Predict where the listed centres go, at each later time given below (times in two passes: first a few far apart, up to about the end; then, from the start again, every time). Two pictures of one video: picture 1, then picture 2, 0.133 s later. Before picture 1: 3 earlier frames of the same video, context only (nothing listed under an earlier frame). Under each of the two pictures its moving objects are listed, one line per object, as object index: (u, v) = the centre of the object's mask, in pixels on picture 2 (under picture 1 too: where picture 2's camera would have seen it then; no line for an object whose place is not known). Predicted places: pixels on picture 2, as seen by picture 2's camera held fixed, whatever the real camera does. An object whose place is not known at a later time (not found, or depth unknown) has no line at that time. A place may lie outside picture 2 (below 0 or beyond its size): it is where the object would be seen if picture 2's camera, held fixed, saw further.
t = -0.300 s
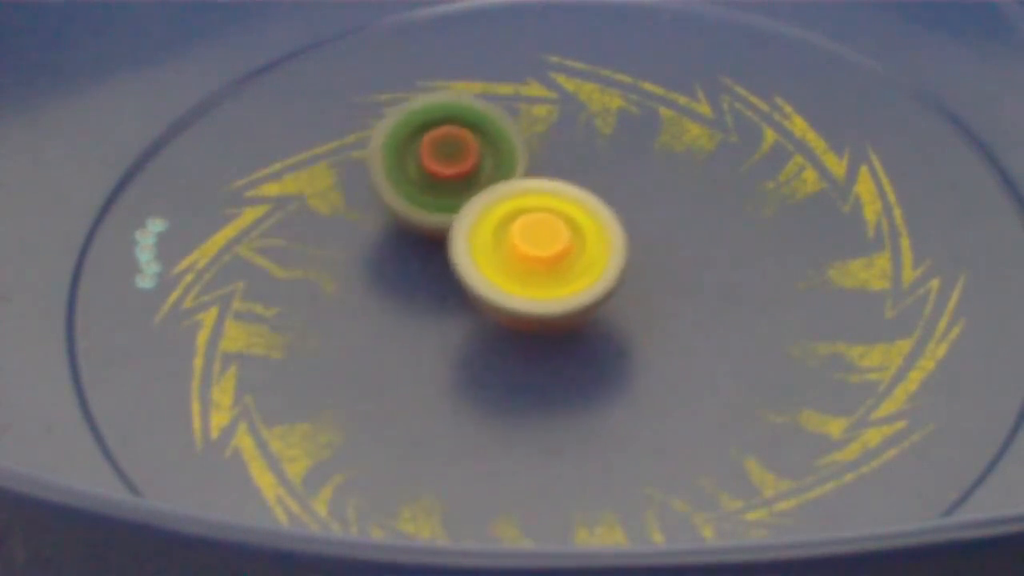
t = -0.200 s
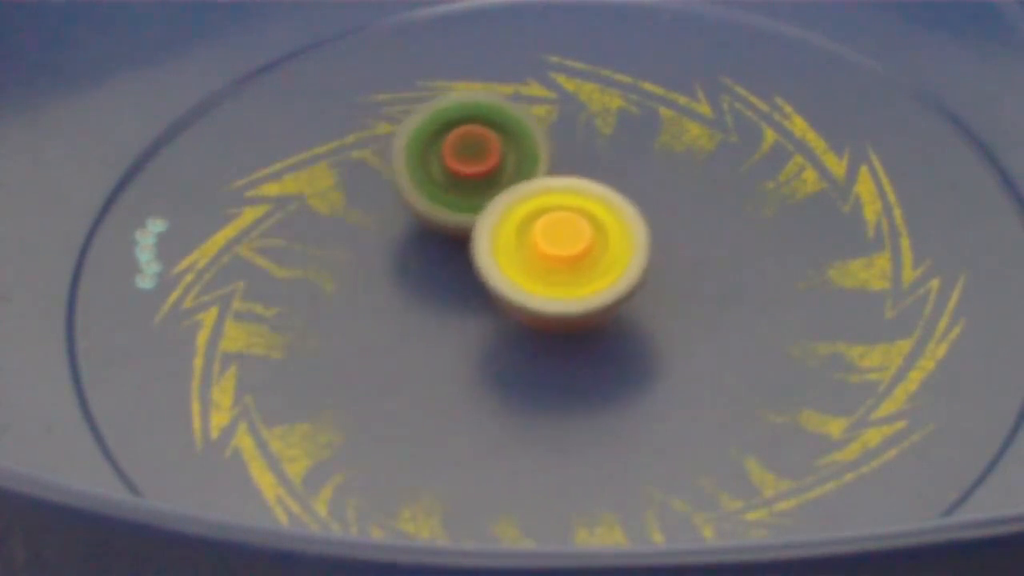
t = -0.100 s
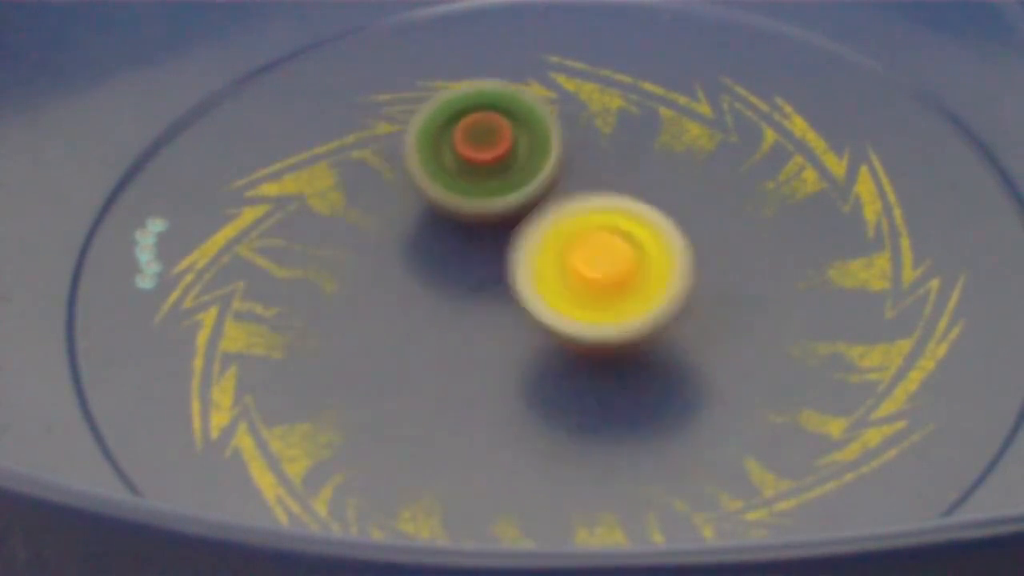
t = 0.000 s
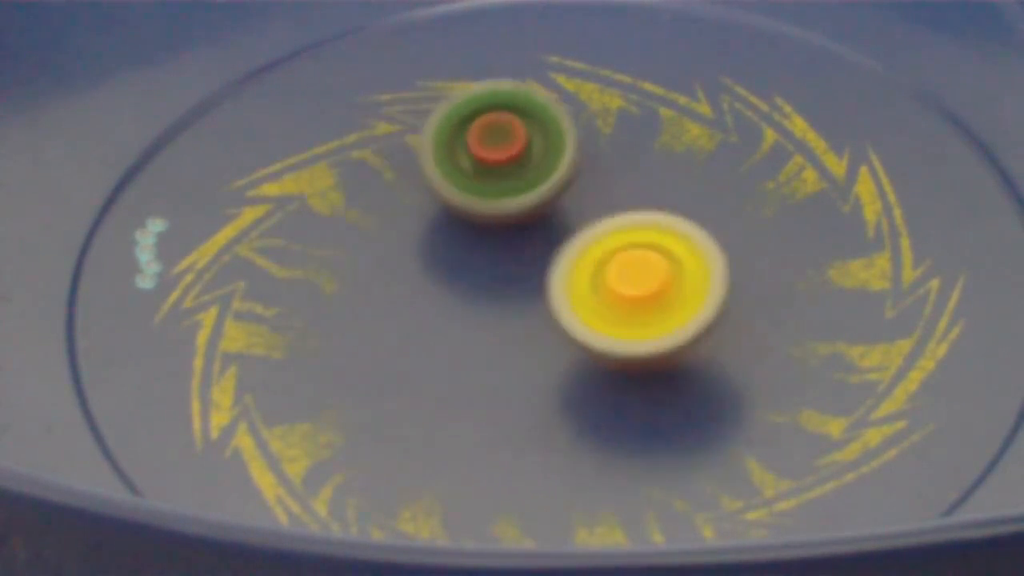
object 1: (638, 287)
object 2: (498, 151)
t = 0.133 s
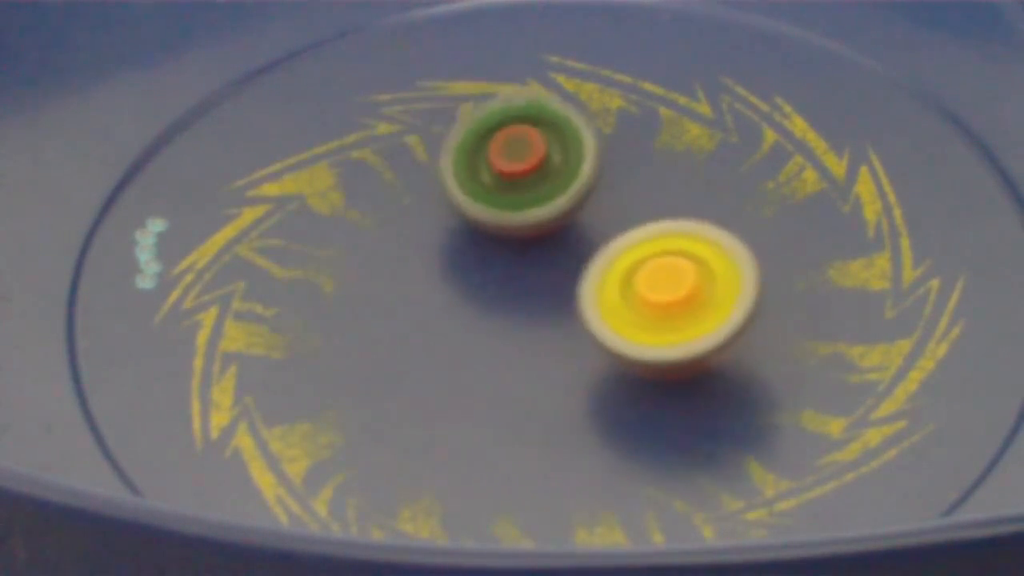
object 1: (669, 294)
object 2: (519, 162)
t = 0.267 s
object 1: (692, 305)
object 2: (538, 184)
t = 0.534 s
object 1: (703, 329)
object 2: (559, 236)
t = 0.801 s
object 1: (671, 351)
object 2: (532, 283)
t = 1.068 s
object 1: (609, 367)
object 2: (430, 305)
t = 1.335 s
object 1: (532, 355)
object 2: (301, 292)
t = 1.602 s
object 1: (475, 319)
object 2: (276, 274)
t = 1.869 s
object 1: (461, 275)
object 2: (294, 252)
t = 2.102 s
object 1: (498, 244)
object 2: (335, 228)
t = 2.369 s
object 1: (622, 265)
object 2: (462, 186)
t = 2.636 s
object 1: (703, 287)
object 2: (652, 174)
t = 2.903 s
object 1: (727, 319)
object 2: (745, 194)
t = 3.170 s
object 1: (681, 361)
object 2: (743, 235)
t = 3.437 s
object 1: (570, 393)
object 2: (680, 275)
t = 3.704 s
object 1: (416, 399)
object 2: (605, 255)
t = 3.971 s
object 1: (370, 340)
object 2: (482, 225)
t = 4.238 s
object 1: (388, 280)
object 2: (442, 161)
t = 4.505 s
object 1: (466, 232)
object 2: (443, 110)
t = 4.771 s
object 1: (566, 226)
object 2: (469, 120)
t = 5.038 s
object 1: (649, 256)
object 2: (520, 169)
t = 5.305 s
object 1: (762, 391)
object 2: (482, 172)
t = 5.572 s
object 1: (718, 425)
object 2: (452, 195)
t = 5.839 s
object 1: (619, 426)
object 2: (418, 201)
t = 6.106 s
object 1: (433, 373)
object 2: (395, 195)
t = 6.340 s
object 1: (306, 333)
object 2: (396, 188)
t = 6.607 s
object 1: (288, 296)
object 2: (415, 189)
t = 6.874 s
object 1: (282, 274)
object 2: (509, 183)
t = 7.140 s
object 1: (390, 264)
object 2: (537, 207)
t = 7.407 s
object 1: (390, 282)
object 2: (592, 243)
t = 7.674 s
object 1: (404, 329)
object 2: (564, 264)
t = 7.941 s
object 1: (380, 366)
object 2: (511, 261)
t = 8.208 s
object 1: (353, 369)
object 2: (488, 237)
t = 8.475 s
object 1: (357, 344)
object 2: (500, 219)
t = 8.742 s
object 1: (406, 321)
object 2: (529, 218)
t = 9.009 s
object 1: (459, 328)
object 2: (566, 233)
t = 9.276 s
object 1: (478, 366)
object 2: (567, 253)
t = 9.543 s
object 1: (462, 391)
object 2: (535, 268)
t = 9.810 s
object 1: (433, 385)
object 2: (508, 256)
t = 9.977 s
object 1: (429, 366)
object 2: (505, 244)
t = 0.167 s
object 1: (675, 297)
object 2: (524, 168)
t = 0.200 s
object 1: (682, 299)
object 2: (529, 172)
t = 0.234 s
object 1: (687, 302)
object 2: (534, 177)
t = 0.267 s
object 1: (692, 305)
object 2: (538, 184)
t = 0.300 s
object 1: (697, 308)
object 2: (542, 190)
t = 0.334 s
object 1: (700, 311)
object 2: (546, 196)
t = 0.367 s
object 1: (703, 314)
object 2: (550, 202)
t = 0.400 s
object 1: (704, 317)
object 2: (553, 208)
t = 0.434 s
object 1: (706, 320)
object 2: (555, 215)
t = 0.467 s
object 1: (706, 323)
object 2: (557, 222)
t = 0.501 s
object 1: (705, 326)
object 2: (558, 228)
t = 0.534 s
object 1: (703, 329)
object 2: (559, 236)
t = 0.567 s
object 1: (700, 332)
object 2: (559, 243)
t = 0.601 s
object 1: (697, 335)
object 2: (559, 250)
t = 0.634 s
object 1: (694, 337)
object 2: (557, 257)
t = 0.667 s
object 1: (690, 340)
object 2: (555, 264)
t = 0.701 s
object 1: (685, 343)
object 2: (551, 270)
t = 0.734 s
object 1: (680, 345)
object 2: (547, 276)
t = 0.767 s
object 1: (678, 349)
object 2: (539, 280)
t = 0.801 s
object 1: (671, 351)
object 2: (532, 283)
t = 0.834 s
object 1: (664, 354)
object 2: (525, 288)
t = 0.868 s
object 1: (658, 357)
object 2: (514, 290)
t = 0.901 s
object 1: (650, 361)
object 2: (502, 293)
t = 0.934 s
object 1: (640, 362)
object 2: (491, 297)
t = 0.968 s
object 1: (630, 363)
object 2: (480, 301)
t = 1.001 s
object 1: (619, 364)
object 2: (469, 304)
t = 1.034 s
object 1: (610, 364)
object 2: (455, 307)
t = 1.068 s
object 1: (609, 367)
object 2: (430, 305)
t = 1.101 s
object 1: (604, 371)
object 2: (405, 302)
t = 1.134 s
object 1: (594, 371)
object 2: (383, 300)
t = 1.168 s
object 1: (583, 369)
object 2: (363, 299)
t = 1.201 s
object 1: (572, 367)
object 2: (344, 298)
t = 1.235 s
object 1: (561, 365)
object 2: (329, 297)
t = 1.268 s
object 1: (551, 362)
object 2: (317, 295)
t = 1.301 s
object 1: (541, 359)
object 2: (307, 293)
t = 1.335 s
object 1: (532, 355)
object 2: (301, 292)
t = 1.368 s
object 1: (523, 352)
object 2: (295, 291)
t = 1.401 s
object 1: (515, 348)
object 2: (291, 289)
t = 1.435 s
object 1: (506, 343)
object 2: (287, 287)
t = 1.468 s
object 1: (499, 339)
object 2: (284, 285)
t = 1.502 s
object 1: (492, 334)
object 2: (281, 283)
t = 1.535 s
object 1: (486, 329)
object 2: (278, 280)
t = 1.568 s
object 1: (480, 325)
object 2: (277, 278)
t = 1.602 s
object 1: (475, 319)
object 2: (276, 274)
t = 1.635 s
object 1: (471, 314)
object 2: (276, 271)
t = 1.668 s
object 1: (468, 309)
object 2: (276, 269)
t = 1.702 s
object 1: (465, 303)
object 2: (278, 267)
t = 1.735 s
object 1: (463, 298)
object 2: (279, 264)
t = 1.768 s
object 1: (462, 292)
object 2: (282, 260)
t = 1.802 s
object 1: (461, 286)
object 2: (285, 258)
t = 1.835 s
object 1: (461, 280)
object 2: (290, 255)
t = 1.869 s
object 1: (461, 275)
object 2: (294, 252)
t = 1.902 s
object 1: (464, 269)
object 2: (298, 249)
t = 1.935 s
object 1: (468, 265)
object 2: (303, 244)
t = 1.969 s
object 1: (474, 261)
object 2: (309, 240)
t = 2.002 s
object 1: (479, 256)
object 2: (315, 238)
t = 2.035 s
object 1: (485, 252)
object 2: (321, 235)
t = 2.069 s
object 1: (492, 248)
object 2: (328, 231)
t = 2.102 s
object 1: (498, 244)
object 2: (335, 228)
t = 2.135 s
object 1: (505, 241)
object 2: (342, 227)
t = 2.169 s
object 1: (513, 238)
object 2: (349, 226)
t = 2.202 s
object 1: (526, 241)
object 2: (360, 219)
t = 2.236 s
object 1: (538, 244)
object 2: (378, 214)
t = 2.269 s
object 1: (556, 247)
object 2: (395, 207)
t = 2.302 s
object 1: (581, 256)
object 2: (414, 198)
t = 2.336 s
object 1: (604, 262)
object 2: (439, 191)
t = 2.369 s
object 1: (622, 265)
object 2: (462, 186)
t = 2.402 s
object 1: (635, 266)
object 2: (485, 184)
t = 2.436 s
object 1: (647, 267)
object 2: (510, 183)
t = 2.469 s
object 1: (659, 268)
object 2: (534, 182)
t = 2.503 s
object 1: (670, 270)
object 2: (558, 181)
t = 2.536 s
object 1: (681, 272)
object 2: (581, 180)
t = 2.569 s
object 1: (690, 275)
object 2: (605, 178)
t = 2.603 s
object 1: (697, 282)
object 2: (628, 176)
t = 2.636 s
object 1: (703, 287)
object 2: (652, 174)
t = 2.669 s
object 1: (708, 290)
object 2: (672, 174)
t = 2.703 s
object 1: (712, 293)
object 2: (689, 175)
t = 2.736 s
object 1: (717, 298)
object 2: (704, 177)
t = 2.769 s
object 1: (721, 301)
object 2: (715, 179)
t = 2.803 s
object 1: (723, 305)
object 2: (727, 182)
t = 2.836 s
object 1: (726, 310)
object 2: (734, 186)
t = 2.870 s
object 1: (727, 315)
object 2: (741, 191)
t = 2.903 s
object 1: (727, 319)
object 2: (745, 194)
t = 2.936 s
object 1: (725, 324)
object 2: (749, 200)
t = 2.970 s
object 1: (719, 331)
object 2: (752, 204)
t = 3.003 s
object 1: (715, 336)
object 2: (753, 209)
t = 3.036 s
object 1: (710, 342)
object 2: (752, 215)
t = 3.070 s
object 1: (704, 347)
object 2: (751, 219)
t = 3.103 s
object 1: (697, 352)
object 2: (750, 223)
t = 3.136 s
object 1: (690, 356)
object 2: (747, 229)
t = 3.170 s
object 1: (681, 361)
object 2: (743, 235)
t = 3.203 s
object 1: (672, 365)
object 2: (738, 241)
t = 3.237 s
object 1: (662, 369)
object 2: (733, 247)
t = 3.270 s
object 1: (650, 372)
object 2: (725, 253)
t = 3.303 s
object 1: (639, 375)
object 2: (716, 260)
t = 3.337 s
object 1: (626, 378)
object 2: (706, 266)
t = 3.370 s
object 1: (613, 381)
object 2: (694, 272)
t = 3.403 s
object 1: (600, 382)
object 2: (682, 277)
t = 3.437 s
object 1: (570, 393)
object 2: (680, 275)
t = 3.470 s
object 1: (530, 408)
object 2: (686, 264)
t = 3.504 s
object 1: (499, 414)
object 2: (682, 257)
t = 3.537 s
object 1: (475, 416)
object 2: (672, 254)
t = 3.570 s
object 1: (460, 415)
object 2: (661, 255)
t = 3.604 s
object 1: (448, 412)
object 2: (649, 256)
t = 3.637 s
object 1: (436, 408)
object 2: (635, 255)
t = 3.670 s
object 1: (426, 404)
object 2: (620, 256)
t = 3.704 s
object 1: (416, 399)
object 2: (605, 255)
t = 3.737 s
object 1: (407, 393)
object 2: (588, 253)
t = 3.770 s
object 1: (399, 387)
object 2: (572, 251)
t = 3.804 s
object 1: (392, 381)
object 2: (555, 248)
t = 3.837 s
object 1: (385, 373)
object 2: (538, 244)
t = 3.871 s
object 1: (380, 366)
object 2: (522, 239)
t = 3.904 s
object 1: (376, 358)
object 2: (508, 235)
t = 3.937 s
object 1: (373, 350)
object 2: (494, 230)
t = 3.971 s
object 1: (370, 340)
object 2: (482, 225)
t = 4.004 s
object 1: (370, 333)
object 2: (472, 220)
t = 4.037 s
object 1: (370, 324)
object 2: (463, 213)
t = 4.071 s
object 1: (371, 315)
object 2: (455, 207)
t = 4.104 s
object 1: (373, 307)
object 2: (449, 201)
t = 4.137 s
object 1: (376, 300)
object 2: (445, 195)
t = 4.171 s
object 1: (377, 295)
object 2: (445, 184)
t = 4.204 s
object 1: (381, 288)
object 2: (444, 173)
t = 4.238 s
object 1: (388, 280)
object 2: (442, 161)
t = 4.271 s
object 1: (395, 272)
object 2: (441, 151)
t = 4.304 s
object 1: (403, 266)
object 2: (439, 142)
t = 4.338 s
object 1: (413, 259)
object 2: (440, 134)
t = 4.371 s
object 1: (423, 251)
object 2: (441, 127)
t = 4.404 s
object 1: (433, 246)
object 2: (441, 122)
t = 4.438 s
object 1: (444, 240)
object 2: (442, 117)
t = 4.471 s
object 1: (454, 235)
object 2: (443, 113)
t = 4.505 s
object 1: (466, 232)
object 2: (443, 110)
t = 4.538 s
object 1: (477, 230)
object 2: (446, 109)
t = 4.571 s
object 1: (489, 227)
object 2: (449, 107)
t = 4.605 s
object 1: (501, 225)
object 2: (451, 108)
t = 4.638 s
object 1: (514, 224)
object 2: (453, 109)
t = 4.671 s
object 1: (527, 223)
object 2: (456, 111)
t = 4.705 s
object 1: (540, 223)
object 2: (460, 113)
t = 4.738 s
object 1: (553, 224)
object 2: (465, 117)
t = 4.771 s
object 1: (566, 226)
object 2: (469, 120)
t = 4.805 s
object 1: (579, 228)
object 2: (475, 123)
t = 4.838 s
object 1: (591, 230)
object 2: (480, 127)
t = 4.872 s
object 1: (602, 233)
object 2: (485, 131)
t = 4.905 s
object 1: (613, 236)
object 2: (490, 135)
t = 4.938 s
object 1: (623, 239)
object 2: (497, 141)
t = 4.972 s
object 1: (633, 245)
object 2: (504, 148)
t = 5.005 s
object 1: (641, 250)
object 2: (511, 158)
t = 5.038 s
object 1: (649, 256)
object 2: (520, 169)
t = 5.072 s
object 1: (656, 263)
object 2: (530, 182)
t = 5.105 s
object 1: (672, 278)
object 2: (536, 192)
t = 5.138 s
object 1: (708, 307)
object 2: (517, 181)
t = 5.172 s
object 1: (736, 335)
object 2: (501, 172)
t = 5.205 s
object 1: (753, 356)
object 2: (490, 167)
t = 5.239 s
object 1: (761, 371)
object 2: (486, 166)
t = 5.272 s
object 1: (764, 384)
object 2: (484, 168)
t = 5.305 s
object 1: (762, 391)
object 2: (482, 172)
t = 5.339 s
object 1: (759, 396)
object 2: (479, 175)
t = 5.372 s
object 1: (757, 401)
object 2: (476, 178)
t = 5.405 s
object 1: (752, 405)
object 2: (472, 182)
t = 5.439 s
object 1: (748, 409)
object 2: (469, 185)
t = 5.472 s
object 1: (742, 414)
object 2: (465, 188)
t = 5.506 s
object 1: (735, 418)
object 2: (461, 190)
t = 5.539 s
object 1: (726, 422)
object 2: (457, 193)
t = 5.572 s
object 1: (718, 425)
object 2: (452, 195)
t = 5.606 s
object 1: (708, 428)
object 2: (448, 196)
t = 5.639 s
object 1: (697, 430)
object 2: (444, 198)
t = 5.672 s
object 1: (685, 431)
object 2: (439, 199)
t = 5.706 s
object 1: (672, 432)
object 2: (434, 200)
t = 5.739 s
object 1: (659, 432)
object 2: (429, 201)
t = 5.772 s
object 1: (647, 431)
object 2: (426, 202)
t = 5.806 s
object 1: (633, 429)
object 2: (422, 202)
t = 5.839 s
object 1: (619, 426)
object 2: (418, 201)
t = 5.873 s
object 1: (604, 422)
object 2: (414, 201)
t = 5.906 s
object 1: (584, 417)
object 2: (411, 201)
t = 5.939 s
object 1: (563, 411)
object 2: (407, 200)
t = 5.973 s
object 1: (540, 404)
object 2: (404, 200)
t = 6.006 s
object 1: (516, 397)
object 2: (402, 199)
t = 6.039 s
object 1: (487, 389)
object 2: (399, 197)
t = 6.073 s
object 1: (460, 382)
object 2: (396, 196)
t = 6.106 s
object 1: (433, 373)
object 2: (395, 195)
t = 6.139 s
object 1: (409, 366)
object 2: (394, 194)
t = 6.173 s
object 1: (386, 358)
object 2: (394, 193)
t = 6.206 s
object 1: (365, 352)
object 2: (393, 192)
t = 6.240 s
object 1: (348, 346)
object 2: (393, 191)
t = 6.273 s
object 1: (333, 341)
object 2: (394, 190)
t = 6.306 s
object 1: (318, 336)
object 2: (395, 189)
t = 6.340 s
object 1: (306, 333)
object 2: (396, 188)
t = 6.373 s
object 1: (299, 329)
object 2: (398, 188)
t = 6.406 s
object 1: (294, 324)
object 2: (399, 187)
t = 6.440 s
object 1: (291, 320)
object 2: (402, 187)
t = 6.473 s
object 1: (288, 316)
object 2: (404, 187)
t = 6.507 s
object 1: (287, 311)
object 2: (407, 187)
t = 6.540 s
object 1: (287, 306)
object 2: (409, 188)
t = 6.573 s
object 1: (286, 301)
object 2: (412, 188)
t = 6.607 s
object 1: (288, 296)
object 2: (415, 189)
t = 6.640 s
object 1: (289, 290)
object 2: (418, 189)
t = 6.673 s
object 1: (291, 285)
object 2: (421, 191)
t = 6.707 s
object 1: (294, 279)
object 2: (424, 193)
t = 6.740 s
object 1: (291, 277)
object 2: (430, 192)
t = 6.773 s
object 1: (278, 278)
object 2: (460, 185)
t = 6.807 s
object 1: (271, 279)
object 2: (483, 181)
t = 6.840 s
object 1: (274, 278)
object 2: (499, 181)
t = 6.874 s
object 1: (282, 274)
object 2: (509, 183)
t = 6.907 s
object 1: (292, 271)
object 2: (512, 186)
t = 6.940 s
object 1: (304, 270)
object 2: (515, 188)
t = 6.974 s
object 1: (316, 268)
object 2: (519, 191)
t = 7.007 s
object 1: (329, 267)
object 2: (522, 194)
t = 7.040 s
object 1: (342, 266)
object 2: (525, 197)
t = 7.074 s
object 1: (358, 266)
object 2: (527, 202)
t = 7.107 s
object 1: (376, 265)
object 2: (529, 205)
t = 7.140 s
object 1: (390, 264)
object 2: (537, 207)
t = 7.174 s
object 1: (395, 267)
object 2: (547, 208)
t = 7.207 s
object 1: (401, 269)
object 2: (552, 211)
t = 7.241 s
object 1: (409, 270)
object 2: (556, 215)
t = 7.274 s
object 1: (416, 272)
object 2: (559, 219)
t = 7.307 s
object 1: (419, 272)
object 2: (563, 224)
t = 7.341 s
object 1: (412, 272)
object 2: (571, 231)
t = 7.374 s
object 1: (397, 277)
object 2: (584, 237)
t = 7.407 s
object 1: (390, 282)
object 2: (592, 243)
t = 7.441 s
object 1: (389, 286)
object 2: (593, 248)
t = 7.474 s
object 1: (394, 291)
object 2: (590, 252)
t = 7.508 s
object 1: (397, 297)
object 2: (587, 254)
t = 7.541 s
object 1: (399, 304)
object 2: (584, 257)
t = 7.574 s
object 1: (402, 310)
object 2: (580, 259)
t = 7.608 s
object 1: (403, 316)
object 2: (575, 261)
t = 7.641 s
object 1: (404, 323)
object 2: (570, 262)
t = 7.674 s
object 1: (404, 329)
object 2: (564, 264)
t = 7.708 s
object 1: (403, 335)
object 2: (558, 266)
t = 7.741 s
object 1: (402, 341)
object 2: (552, 267)
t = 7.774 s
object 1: (399, 346)
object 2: (544, 267)
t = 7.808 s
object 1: (396, 351)
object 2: (537, 267)
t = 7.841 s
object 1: (391, 356)
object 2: (530, 266)
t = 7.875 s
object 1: (387, 360)
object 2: (523, 265)
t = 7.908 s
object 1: (384, 363)
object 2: (517, 263)
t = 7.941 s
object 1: (380, 366)
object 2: (511, 261)
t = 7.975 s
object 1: (376, 368)
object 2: (505, 258)
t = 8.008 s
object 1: (372, 369)
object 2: (501, 256)
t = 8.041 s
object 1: (367, 371)
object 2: (496, 252)
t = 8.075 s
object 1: (364, 371)
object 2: (494, 249)
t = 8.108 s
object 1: (361, 371)
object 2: (492, 246)
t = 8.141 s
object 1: (358, 371)
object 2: (490, 243)
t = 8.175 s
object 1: (356, 370)
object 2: (489, 239)
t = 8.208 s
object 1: (353, 369)
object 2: (488, 237)
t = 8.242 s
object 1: (352, 367)
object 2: (489, 233)
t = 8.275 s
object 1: (351, 364)
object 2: (489, 230)
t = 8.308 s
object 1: (350, 361)
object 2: (490, 228)
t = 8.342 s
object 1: (350, 359)
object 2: (491, 226)
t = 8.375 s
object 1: (350, 355)
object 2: (493, 224)
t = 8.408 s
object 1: (352, 351)
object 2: (495, 222)
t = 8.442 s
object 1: (354, 348)
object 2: (497, 220)
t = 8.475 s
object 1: (357, 344)
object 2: (500, 219)
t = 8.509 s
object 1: (361, 341)
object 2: (503, 218)
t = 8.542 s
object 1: (366, 336)
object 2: (506, 217)
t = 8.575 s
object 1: (372, 333)
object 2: (510, 216)
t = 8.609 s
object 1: (377, 330)
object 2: (514, 216)
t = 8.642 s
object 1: (384, 327)
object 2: (517, 216)
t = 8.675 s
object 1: (391, 325)
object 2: (521, 217)
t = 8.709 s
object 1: (398, 322)
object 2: (525, 217)
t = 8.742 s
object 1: (406, 321)
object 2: (529, 218)
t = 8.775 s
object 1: (414, 320)
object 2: (533, 219)
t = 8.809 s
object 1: (423, 319)
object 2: (538, 220)
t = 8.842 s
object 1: (432, 319)
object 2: (543, 223)
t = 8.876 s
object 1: (440, 318)
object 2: (548, 224)
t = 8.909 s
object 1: (445, 321)
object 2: (553, 226)
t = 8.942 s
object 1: (449, 322)
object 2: (558, 228)
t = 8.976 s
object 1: (455, 325)
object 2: (562, 230)
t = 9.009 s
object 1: (459, 328)
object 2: (566, 233)
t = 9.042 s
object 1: (462, 332)
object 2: (570, 236)
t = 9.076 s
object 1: (467, 337)
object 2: (572, 238)
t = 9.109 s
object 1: (471, 342)
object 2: (573, 240)
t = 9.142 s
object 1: (475, 346)
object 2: (573, 242)
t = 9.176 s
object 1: (478, 351)
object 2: (572, 244)
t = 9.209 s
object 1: (480, 355)
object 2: (571, 247)
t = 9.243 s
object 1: (479, 361)
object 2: (570, 250)
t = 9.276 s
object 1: (478, 366)
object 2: (567, 253)
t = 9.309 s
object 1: (479, 370)
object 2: (564, 256)
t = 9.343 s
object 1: (478, 375)
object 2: (561, 258)
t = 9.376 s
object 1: (476, 379)
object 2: (556, 261)
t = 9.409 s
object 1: (474, 382)
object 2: (552, 263)
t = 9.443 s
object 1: (472, 385)
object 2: (548, 265)
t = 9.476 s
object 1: (469, 388)
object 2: (543, 267)
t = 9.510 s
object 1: (466, 390)
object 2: (539, 268)
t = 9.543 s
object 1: (462, 391)
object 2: (535, 268)
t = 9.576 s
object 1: (459, 392)
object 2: (531, 267)
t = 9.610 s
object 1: (456, 393)
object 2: (527, 266)
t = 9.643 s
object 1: (452, 393)
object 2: (523, 265)
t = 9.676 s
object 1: (448, 392)
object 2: (519, 264)
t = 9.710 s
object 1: (444, 391)
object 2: (516, 262)
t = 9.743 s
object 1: (440, 390)
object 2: (512, 260)
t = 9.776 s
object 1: (436, 388)
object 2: (510, 258)
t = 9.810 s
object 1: (433, 385)
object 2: (508, 256)
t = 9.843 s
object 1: (431, 382)
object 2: (506, 253)
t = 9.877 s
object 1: (429, 378)
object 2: (505, 251)
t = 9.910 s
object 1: (428, 374)
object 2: (505, 249)
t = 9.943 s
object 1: (428, 370)
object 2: (505, 246)
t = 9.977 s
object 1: (429, 366)
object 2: (505, 244)
